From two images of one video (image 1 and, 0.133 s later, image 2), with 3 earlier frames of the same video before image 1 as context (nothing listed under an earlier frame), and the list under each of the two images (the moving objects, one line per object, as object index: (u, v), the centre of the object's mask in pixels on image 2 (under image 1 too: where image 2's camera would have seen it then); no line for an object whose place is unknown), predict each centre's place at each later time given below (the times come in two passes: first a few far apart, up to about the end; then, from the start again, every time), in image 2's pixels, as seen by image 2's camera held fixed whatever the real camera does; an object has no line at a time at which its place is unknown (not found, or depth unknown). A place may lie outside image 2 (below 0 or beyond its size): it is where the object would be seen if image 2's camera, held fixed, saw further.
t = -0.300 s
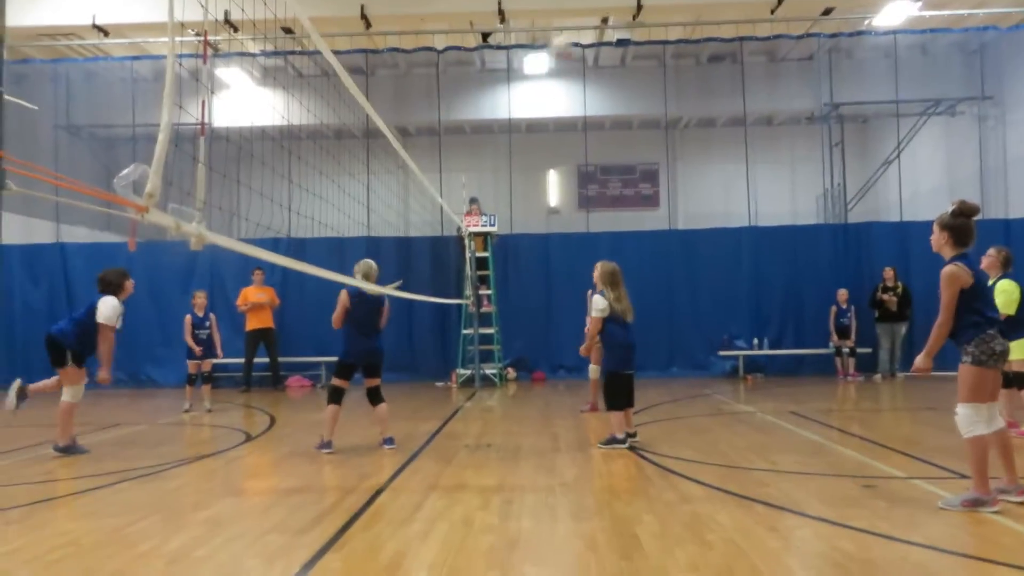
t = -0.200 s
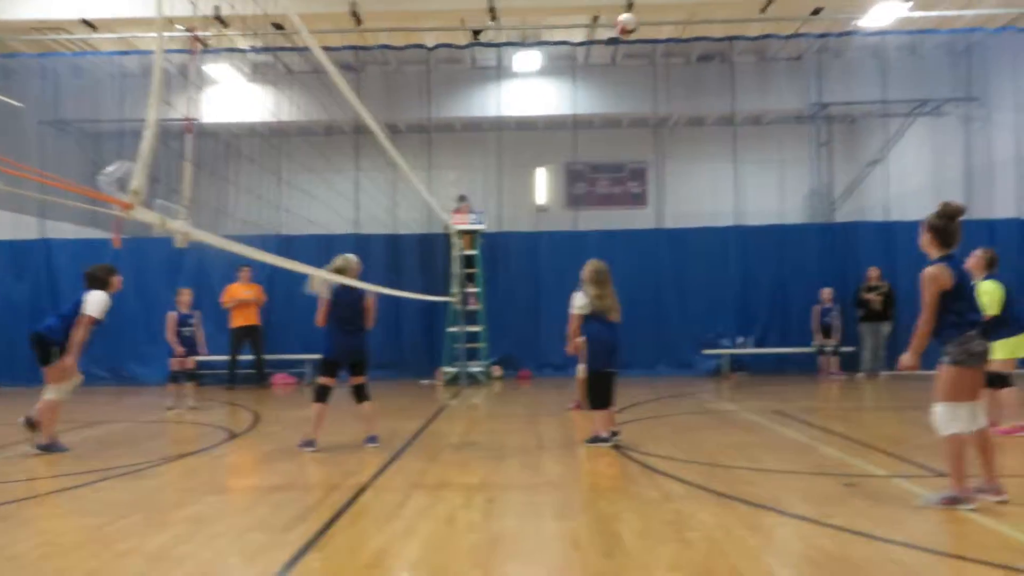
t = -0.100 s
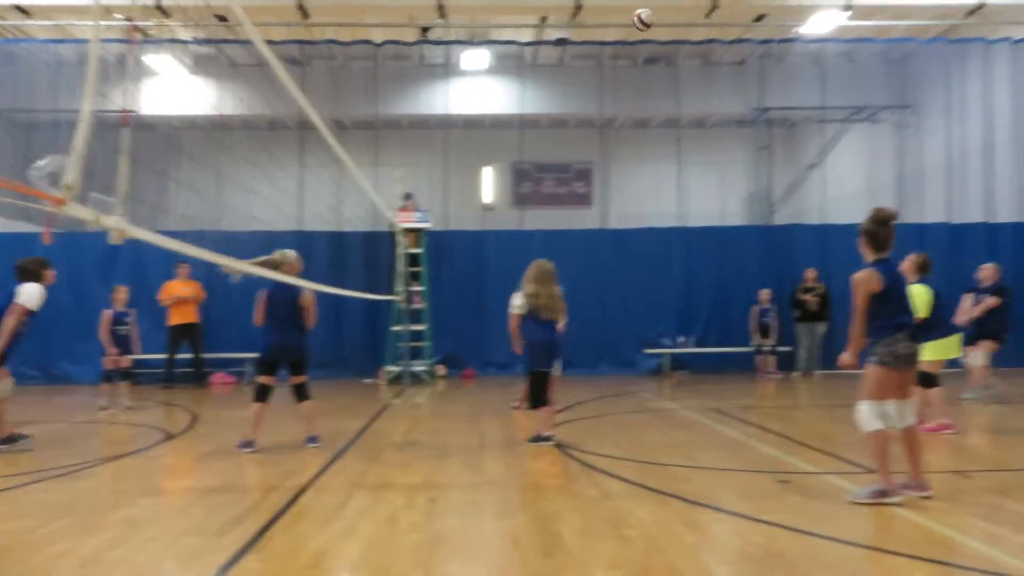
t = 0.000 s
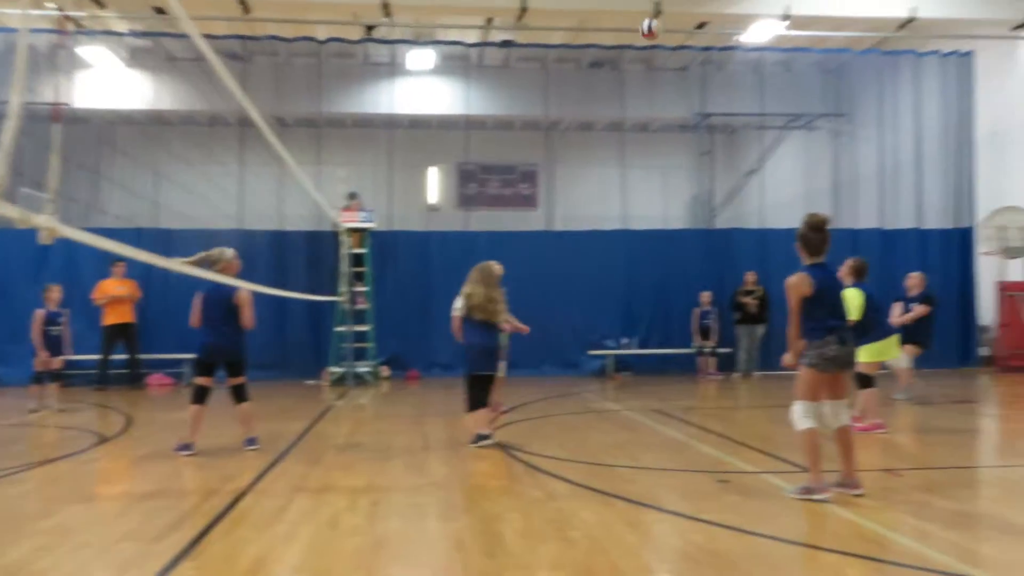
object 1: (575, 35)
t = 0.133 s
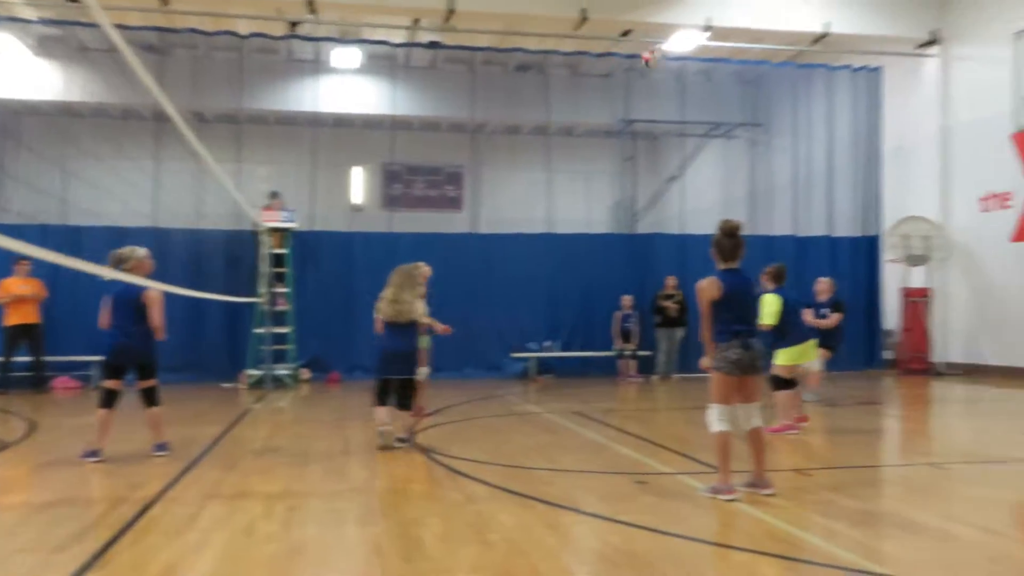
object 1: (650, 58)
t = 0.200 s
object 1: (684, 75)
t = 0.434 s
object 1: (789, 162)
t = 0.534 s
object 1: (827, 209)
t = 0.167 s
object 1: (668, 66)
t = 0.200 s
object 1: (684, 75)
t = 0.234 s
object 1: (702, 85)
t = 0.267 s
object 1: (718, 96)
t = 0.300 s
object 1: (733, 107)
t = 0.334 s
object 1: (747, 118)
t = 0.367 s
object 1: (762, 131)
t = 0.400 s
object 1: (776, 148)
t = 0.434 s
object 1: (789, 162)
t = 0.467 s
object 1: (803, 177)
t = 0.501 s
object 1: (815, 193)
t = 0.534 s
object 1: (827, 209)
